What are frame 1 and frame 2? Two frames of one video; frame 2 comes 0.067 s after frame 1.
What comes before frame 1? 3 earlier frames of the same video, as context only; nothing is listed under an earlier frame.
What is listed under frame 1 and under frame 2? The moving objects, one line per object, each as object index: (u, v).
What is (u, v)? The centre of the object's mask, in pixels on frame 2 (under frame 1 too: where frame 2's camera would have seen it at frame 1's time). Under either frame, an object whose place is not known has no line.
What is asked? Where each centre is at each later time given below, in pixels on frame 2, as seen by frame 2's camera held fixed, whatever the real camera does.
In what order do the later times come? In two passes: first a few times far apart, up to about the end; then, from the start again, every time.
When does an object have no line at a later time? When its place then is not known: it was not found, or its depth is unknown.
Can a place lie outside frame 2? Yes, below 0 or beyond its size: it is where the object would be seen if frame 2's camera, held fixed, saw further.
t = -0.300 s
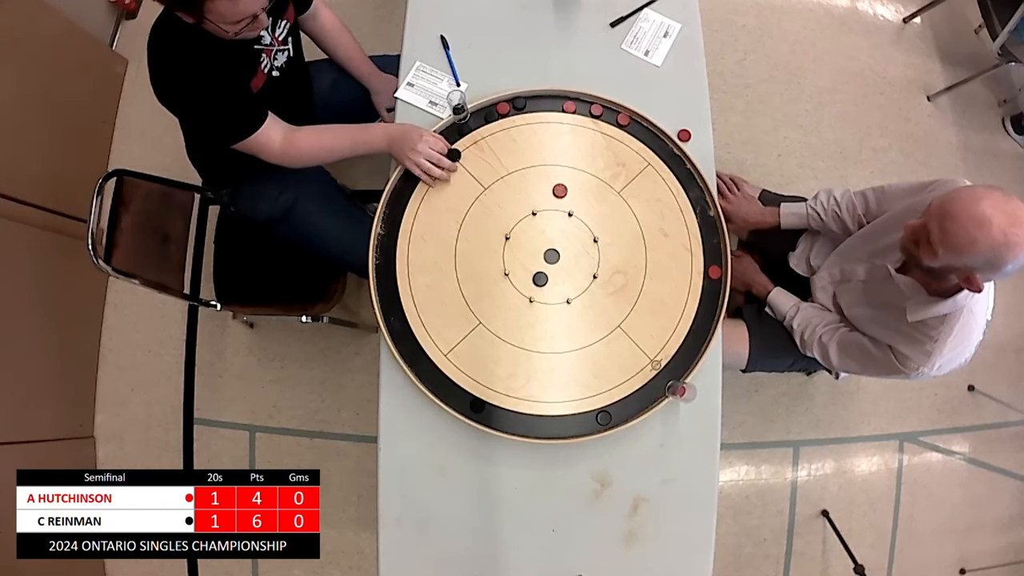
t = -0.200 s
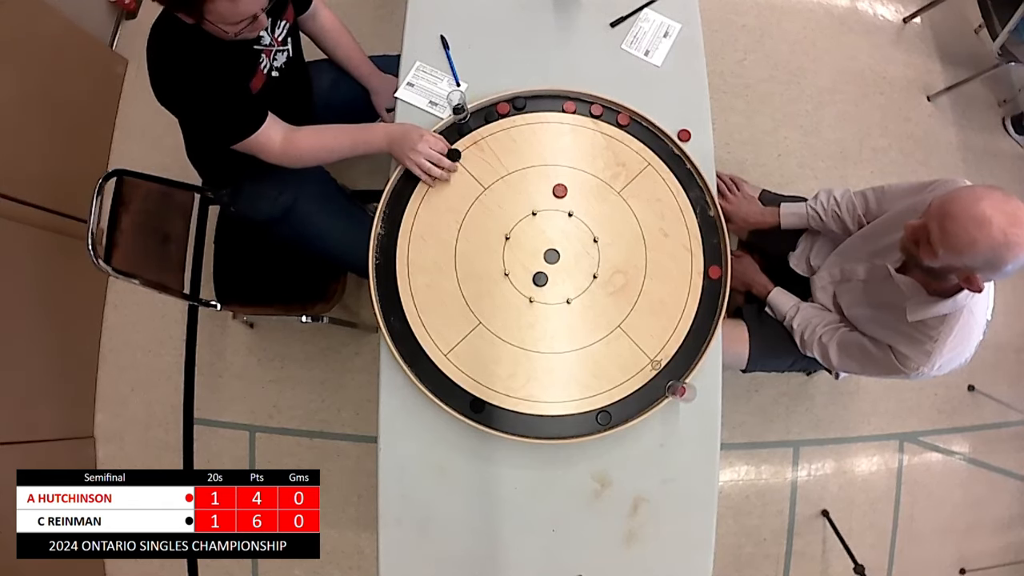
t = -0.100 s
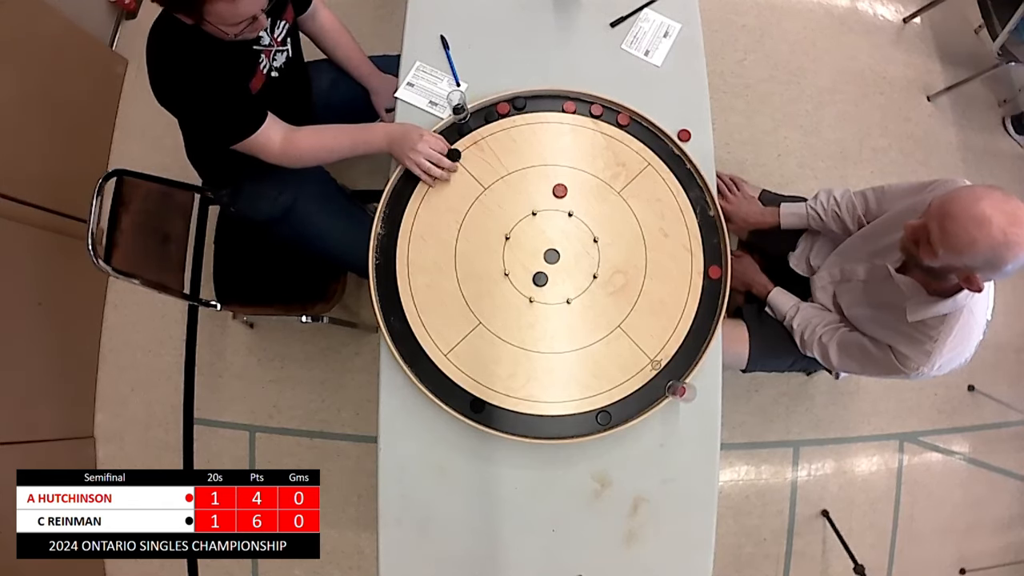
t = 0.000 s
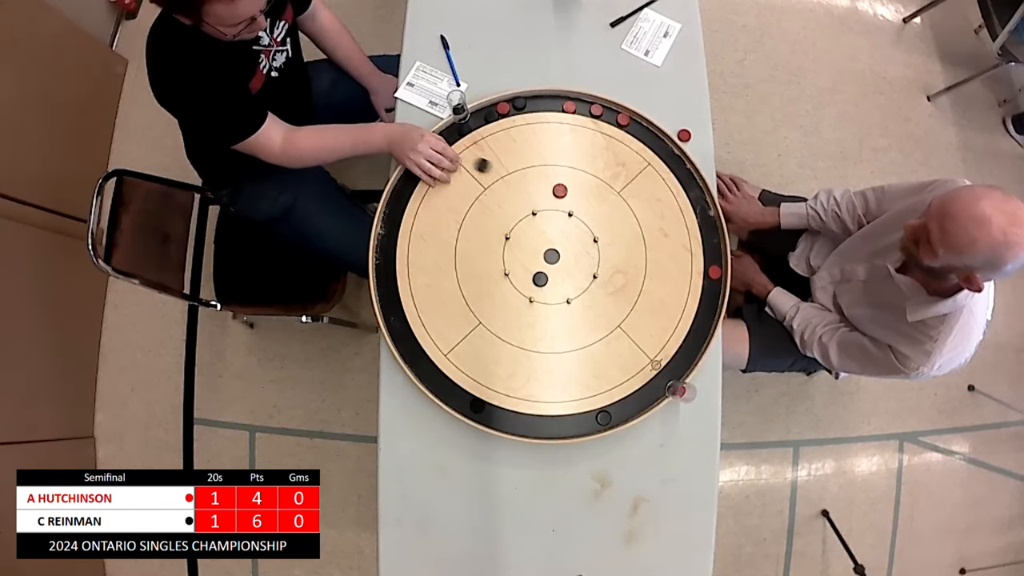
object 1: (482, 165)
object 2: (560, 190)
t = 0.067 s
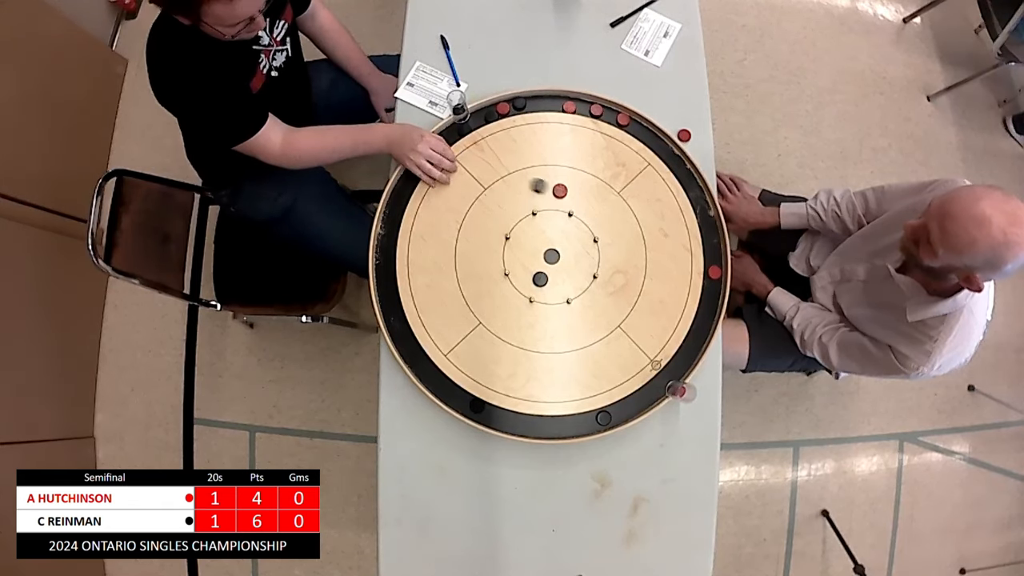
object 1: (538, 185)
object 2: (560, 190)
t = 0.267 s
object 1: (557, 217)
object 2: (692, 215)
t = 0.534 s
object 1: (539, 239)
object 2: (709, 240)
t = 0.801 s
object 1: (534, 248)
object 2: (709, 240)
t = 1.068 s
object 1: (534, 248)
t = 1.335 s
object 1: (534, 248)
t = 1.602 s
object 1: (534, 248)
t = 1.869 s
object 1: (534, 248)
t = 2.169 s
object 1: (534, 248)
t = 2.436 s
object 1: (534, 248)
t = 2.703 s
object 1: (534, 248)
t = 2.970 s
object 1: (534, 248)
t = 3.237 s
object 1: (534, 248)
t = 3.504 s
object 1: (534, 248)
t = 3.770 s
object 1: (534, 248)
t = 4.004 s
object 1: (534, 248)
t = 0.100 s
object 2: (579, 194)
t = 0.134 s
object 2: (603, 198)
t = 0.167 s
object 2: (626, 203)
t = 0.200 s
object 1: (558, 208)
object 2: (649, 207)
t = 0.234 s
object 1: (560, 213)
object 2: (670, 211)
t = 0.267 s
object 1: (557, 217)
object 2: (692, 215)
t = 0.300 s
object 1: (554, 220)
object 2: (711, 219)
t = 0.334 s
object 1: (551, 224)
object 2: (706, 228)
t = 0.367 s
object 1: (548, 227)
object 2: (710, 231)
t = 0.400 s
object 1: (546, 229)
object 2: (713, 234)
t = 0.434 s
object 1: (544, 232)
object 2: (712, 235)
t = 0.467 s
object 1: (542, 235)
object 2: (710, 237)
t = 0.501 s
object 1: (540, 237)
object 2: (709, 239)
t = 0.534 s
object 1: (539, 239)
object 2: (709, 240)
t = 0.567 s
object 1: (538, 241)
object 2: (709, 240)
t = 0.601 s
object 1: (537, 243)
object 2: (709, 240)
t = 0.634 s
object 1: (536, 244)
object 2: (709, 240)
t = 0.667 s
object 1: (535, 246)
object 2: (709, 240)
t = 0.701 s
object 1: (534, 246)
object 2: (709, 240)
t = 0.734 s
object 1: (534, 247)
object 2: (709, 240)
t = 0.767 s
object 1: (534, 248)
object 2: (709, 240)
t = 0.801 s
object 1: (534, 248)
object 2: (709, 240)
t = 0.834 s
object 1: (534, 248)
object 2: (709, 240)
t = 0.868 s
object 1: (534, 248)
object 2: (709, 240)
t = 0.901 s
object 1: (534, 248)
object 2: (708, 240)
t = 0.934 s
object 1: (534, 248)
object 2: (708, 240)
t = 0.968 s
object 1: (534, 248)
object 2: (708, 240)
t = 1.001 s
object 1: (534, 248)
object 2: (708, 240)
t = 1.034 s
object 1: (534, 248)
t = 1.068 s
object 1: (534, 248)
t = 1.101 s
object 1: (534, 248)
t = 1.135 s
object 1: (534, 248)
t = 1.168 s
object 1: (534, 248)
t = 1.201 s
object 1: (534, 248)
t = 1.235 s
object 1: (534, 248)
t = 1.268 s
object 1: (534, 248)
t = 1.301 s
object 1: (534, 248)
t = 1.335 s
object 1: (534, 248)
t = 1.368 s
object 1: (534, 248)
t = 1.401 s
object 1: (534, 248)
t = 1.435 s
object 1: (534, 248)
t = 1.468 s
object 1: (534, 248)
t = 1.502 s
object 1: (534, 248)
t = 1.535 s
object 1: (534, 248)
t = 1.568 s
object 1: (534, 248)
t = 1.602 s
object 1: (534, 248)
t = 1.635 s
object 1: (534, 248)
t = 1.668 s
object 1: (534, 248)
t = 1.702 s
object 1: (534, 248)
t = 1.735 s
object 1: (534, 248)
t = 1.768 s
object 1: (534, 248)
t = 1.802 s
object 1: (534, 248)
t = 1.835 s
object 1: (534, 248)
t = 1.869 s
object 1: (534, 248)
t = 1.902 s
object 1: (534, 248)
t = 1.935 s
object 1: (534, 248)
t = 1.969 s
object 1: (534, 248)
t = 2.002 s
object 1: (534, 248)
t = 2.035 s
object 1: (534, 248)
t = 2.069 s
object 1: (534, 248)
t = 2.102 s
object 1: (534, 248)
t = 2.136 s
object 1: (534, 248)
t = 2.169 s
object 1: (534, 248)
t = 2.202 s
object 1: (534, 248)
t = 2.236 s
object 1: (534, 248)
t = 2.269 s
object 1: (534, 248)
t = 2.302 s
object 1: (534, 248)
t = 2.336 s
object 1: (534, 248)
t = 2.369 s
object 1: (534, 248)
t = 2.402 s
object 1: (534, 248)
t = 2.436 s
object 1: (534, 248)
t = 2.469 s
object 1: (534, 248)
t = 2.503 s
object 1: (534, 248)
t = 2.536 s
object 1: (534, 248)
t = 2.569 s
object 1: (534, 248)
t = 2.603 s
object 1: (534, 248)
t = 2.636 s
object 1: (534, 248)
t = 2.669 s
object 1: (534, 248)
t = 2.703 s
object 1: (534, 248)
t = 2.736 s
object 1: (534, 248)
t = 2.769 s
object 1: (534, 248)
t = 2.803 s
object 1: (534, 248)
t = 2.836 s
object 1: (534, 248)
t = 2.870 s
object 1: (534, 248)
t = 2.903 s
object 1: (534, 248)
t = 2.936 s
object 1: (534, 248)
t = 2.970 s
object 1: (534, 248)
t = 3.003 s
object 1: (534, 248)
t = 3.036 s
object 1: (534, 248)
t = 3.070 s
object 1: (534, 248)
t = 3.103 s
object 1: (534, 248)
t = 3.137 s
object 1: (534, 248)
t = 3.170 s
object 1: (534, 248)
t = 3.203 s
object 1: (534, 248)
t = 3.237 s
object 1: (534, 248)
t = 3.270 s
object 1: (534, 248)
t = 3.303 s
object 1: (534, 248)
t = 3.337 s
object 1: (534, 248)
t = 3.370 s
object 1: (534, 248)
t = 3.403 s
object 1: (534, 248)
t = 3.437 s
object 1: (534, 248)
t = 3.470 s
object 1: (534, 248)
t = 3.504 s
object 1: (534, 248)
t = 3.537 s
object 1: (534, 248)
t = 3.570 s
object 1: (534, 248)
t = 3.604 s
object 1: (534, 248)
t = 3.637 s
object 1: (534, 248)
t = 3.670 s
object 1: (534, 248)
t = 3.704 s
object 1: (534, 248)
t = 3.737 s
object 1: (534, 248)
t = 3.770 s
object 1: (534, 248)
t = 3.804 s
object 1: (534, 248)
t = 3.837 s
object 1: (534, 248)
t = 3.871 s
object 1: (534, 248)
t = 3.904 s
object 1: (534, 248)
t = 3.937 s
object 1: (534, 248)
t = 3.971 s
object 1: (534, 248)
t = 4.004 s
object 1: (534, 248)
